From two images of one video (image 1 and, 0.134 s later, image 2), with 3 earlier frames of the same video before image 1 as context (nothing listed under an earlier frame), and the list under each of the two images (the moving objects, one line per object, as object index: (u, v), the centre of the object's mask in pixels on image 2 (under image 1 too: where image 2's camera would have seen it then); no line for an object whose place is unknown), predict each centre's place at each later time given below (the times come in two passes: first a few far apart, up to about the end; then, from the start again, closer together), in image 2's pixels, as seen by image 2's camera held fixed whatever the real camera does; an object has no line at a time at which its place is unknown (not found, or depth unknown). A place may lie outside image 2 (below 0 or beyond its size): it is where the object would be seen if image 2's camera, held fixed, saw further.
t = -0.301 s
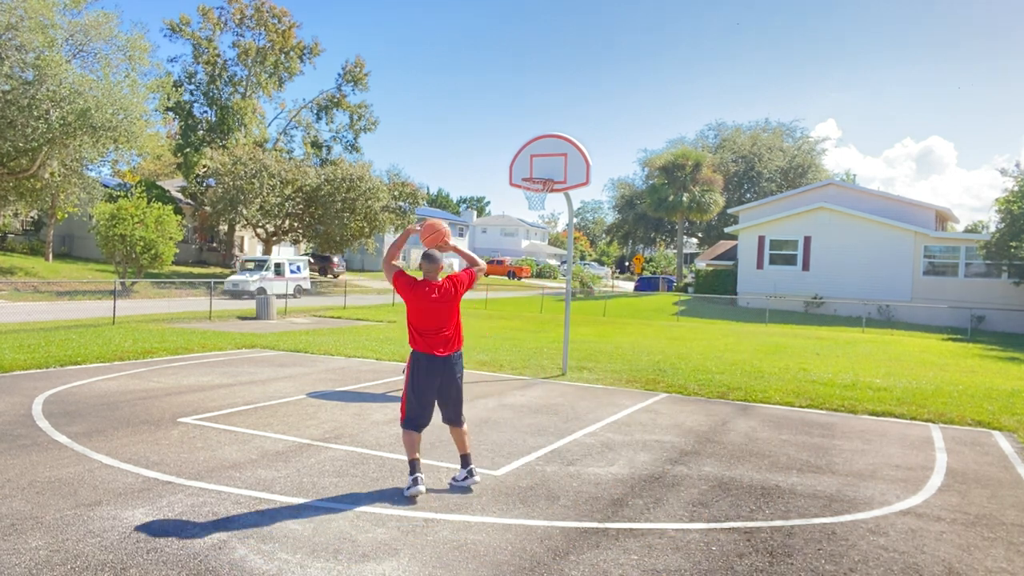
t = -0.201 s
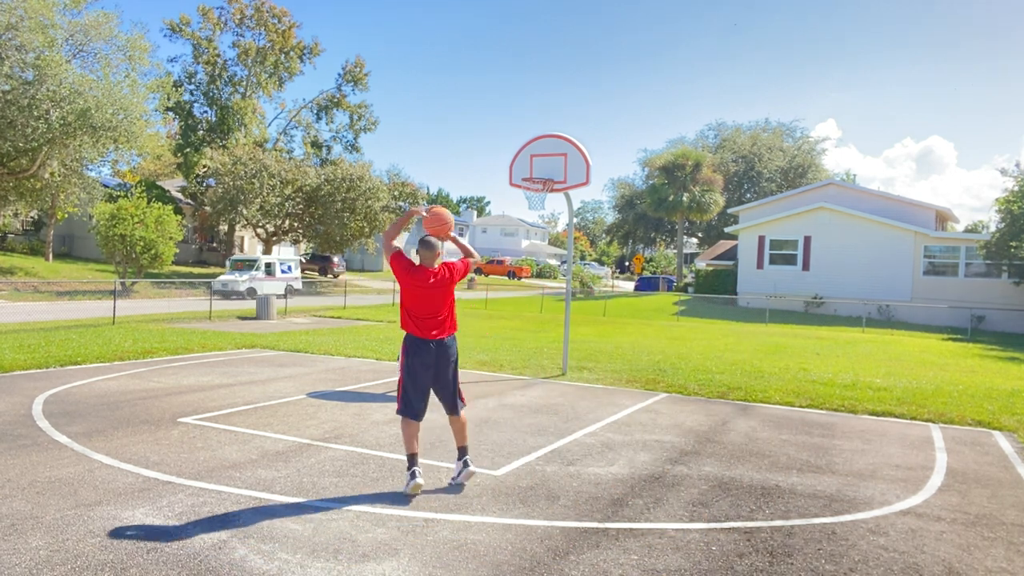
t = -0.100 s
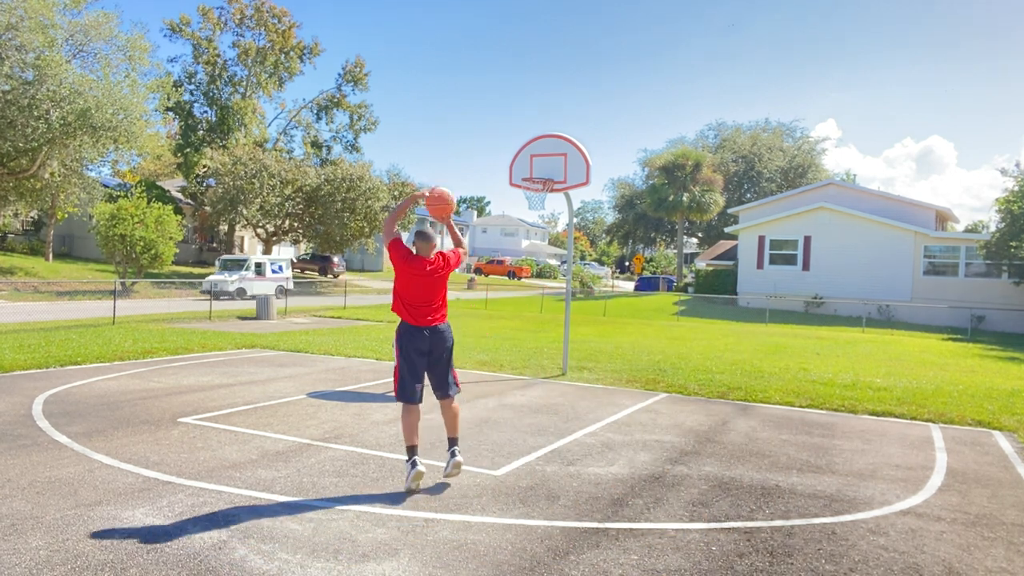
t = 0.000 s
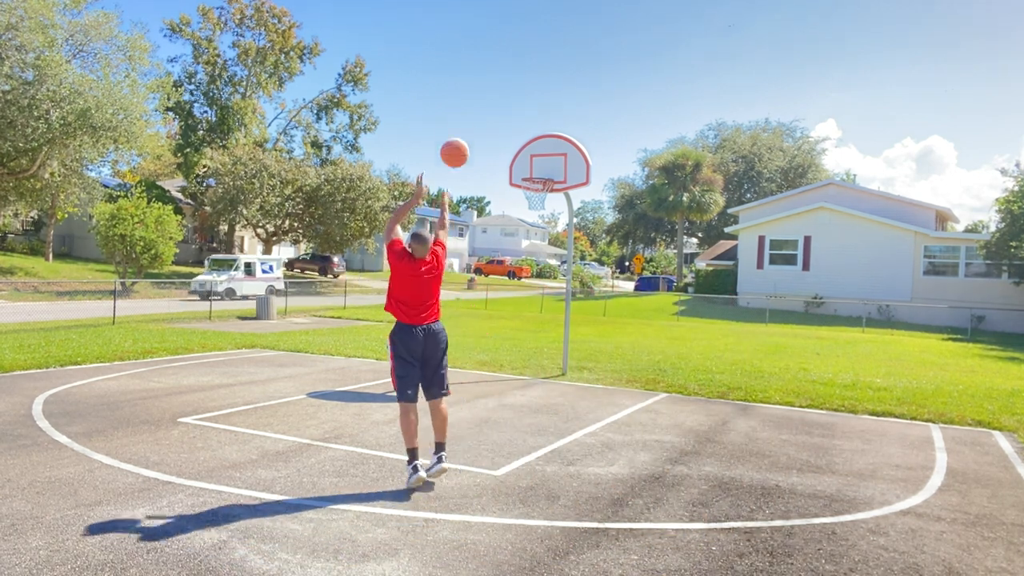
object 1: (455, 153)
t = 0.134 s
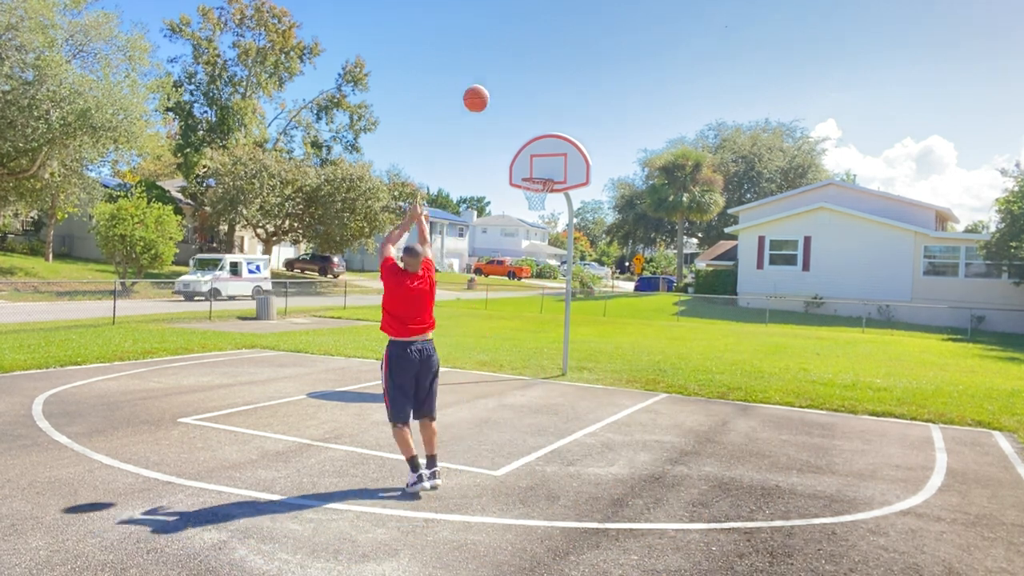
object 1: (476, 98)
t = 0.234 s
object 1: (489, 76)
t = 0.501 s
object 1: (513, 69)
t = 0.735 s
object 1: (527, 106)
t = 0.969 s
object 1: (536, 172)
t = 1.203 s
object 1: (543, 220)
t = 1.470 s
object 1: (550, 296)
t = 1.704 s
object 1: (554, 365)
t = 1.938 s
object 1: (554, 300)
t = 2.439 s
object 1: (548, 279)
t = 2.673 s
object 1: (541, 330)
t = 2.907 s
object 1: (536, 372)
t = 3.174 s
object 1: (535, 321)
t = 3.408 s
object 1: (532, 321)
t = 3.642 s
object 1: (527, 363)
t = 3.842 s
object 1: (522, 382)
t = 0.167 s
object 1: (480, 89)
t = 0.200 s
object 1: (485, 82)
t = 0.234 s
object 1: (489, 76)
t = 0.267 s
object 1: (492, 71)
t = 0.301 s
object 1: (496, 67)
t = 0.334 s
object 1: (499, 65)
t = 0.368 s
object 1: (502, 64)
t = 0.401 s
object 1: (505, 64)
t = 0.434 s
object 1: (508, 64)
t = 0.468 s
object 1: (511, 66)
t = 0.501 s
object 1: (513, 69)
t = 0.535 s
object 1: (515, 72)
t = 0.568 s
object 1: (517, 76)
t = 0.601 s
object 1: (519, 81)
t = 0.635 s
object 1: (521, 86)
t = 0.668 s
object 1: (523, 92)
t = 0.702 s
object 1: (525, 99)
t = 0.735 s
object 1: (527, 106)
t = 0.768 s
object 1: (528, 114)
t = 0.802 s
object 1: (530, 123)
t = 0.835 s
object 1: (531, 131)
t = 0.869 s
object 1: (532, 141)
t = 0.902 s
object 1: (534, 151)
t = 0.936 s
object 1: (534, 161)
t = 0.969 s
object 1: (536, 172)
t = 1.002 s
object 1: (537, 184)
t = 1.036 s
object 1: (536, 192)
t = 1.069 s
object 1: (539, 197)
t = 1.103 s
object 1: (540, 202)
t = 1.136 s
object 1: (541, 206)
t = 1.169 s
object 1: (542, 212)
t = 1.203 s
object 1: (543, 220)
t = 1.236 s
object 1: (544, 226)
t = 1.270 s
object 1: (545, 235)
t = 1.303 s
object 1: (546, 243)
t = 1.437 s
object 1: (549, 284)
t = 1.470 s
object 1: (550, 296)
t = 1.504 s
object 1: (551, 309)
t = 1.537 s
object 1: (551, 322)
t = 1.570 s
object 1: (552, 335)
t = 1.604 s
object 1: (553, 350)
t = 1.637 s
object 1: (554, 365)
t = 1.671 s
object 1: (554, 377)
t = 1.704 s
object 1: (554, 365)
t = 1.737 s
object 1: (554, 354)
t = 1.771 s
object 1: (554, 343)
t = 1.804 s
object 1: (554, 333)
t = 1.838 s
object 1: (554, 324)
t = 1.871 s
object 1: (554, 315)
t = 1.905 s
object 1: (554, 308)
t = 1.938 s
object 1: (554, 300)
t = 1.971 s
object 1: (554, 294)
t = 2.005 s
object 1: (554, 288)
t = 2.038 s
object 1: (554, 283)
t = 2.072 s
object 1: (554, 278)
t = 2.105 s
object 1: (553, 274)
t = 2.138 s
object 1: (552, 272)
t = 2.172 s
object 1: (552, 271)
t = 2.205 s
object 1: (552, 269)
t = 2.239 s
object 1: (552, 269)
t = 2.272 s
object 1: (552, 269)
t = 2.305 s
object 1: (551, 269)
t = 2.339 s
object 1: (549, 271)
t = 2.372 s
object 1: (549, 272)
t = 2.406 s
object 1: (548, 275)
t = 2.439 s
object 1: (548, 279)
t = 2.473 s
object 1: (547, 285)
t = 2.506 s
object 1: (546, 290)
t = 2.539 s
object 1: (546, 296)
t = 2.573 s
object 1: (545, 304)
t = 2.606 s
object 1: (544, 312)
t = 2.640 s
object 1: (542, 321)
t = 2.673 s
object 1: (541, 330)
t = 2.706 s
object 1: (541, 341)
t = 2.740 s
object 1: (540, 353)
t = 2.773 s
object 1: (539, 365)
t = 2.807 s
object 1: (537, 378)
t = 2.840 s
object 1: (536, 392)
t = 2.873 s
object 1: (536, 382)
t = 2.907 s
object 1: (536, 372)
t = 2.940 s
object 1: (536, 363)
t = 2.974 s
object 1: (536, 354)
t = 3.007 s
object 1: (536, 347)
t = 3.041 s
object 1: (536, 340)
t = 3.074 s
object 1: (536, 334)
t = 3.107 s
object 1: (536, 329)
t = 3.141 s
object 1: (535, 325)
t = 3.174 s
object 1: (535, 321)
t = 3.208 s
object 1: (535, 319)
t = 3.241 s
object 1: (535, 317)
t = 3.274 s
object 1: (534, 316)
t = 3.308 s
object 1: (534, 316)
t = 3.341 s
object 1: (533, 317)
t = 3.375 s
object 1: (533, 318)
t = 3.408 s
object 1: (532, 321)
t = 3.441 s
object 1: (532, 324)
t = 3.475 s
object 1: (531, 328)
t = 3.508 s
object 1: (530, 333)
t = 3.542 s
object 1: (529, 340)
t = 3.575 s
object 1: (528, 346)
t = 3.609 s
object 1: (528, 354)
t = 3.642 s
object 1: (527, 363)
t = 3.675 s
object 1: (526, 372)
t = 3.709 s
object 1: (525, 383)
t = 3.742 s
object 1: (524, 394)
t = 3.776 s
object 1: (523, 400)
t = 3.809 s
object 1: (522, 390)
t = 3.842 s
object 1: (522, 382)
